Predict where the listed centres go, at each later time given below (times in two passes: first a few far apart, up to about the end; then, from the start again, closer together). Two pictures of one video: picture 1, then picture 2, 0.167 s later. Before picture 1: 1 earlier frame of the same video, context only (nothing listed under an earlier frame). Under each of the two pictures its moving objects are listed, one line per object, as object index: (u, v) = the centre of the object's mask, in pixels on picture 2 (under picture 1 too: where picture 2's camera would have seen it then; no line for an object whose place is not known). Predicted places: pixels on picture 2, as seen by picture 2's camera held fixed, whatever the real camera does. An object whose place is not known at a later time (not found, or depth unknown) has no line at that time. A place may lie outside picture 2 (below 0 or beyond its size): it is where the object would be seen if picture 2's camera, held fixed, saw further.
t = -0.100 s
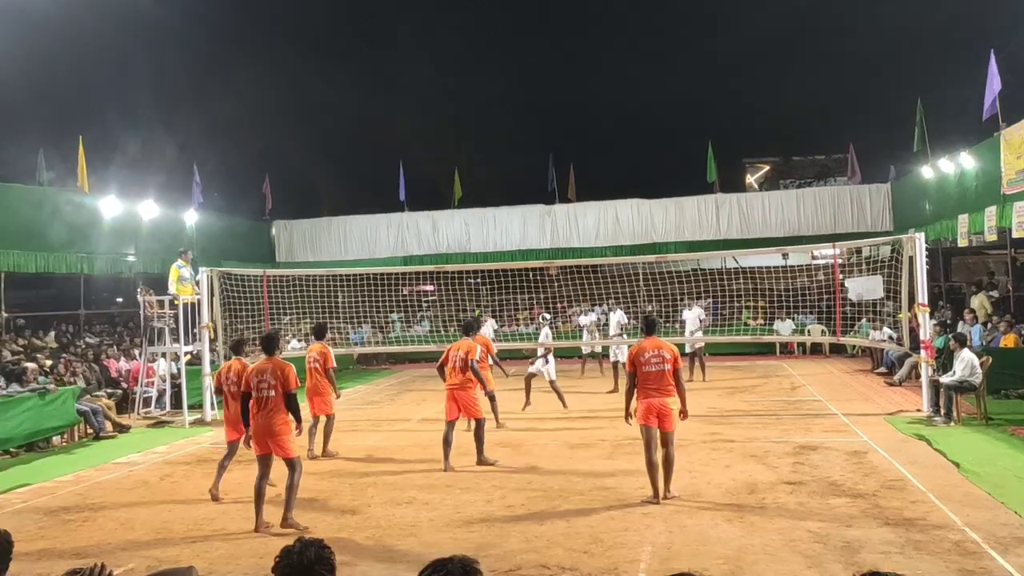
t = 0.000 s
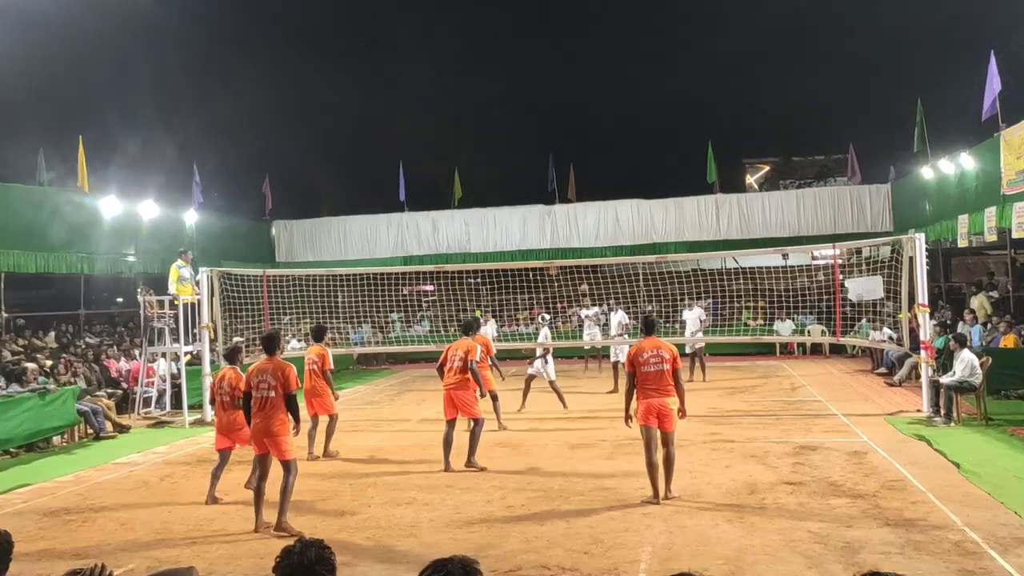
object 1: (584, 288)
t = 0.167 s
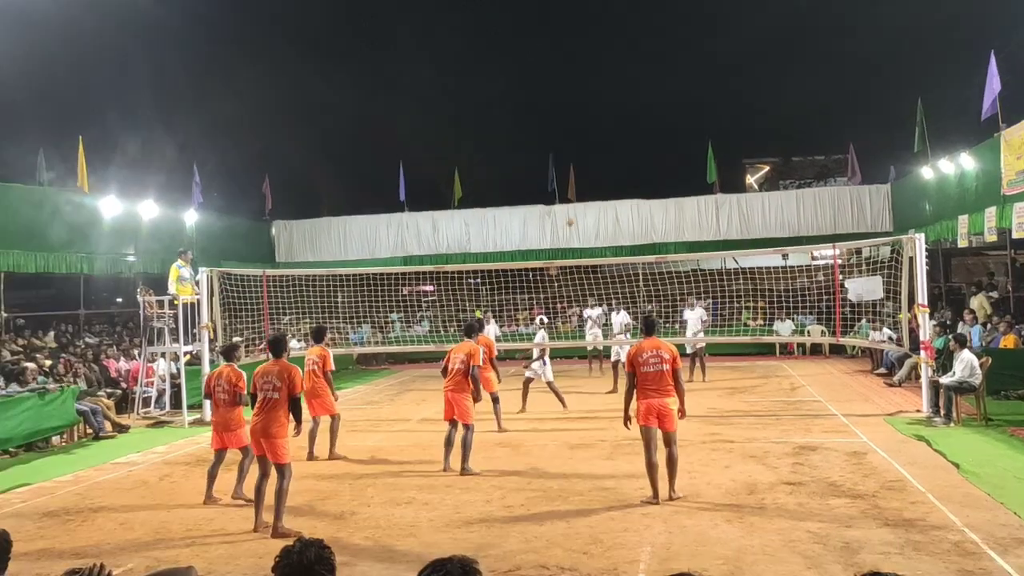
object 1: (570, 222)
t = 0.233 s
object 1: (564, 198)
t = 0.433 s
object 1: (547, 133)
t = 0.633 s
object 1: (529, 82)
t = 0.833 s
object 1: (509, 47)
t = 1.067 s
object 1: (484, 35)
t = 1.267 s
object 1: (460, 53)
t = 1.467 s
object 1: (434, 105)
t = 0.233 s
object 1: (564, 198)
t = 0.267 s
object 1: (562, 186)
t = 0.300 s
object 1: (559, 175)
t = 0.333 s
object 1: (556, 164)
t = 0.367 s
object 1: (553, 153)
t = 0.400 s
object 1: (550, 143)
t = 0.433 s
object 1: (547, 133)
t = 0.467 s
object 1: (544, 124)
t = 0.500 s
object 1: (541, 115)
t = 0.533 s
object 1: (538, 105)
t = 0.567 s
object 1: (535, 97)
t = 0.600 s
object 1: (532, 89)
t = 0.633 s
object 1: (529, 82)
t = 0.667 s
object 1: (525, 75)
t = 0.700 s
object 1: (522, 68)
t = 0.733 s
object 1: (519, 62)
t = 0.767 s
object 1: (516, 57)
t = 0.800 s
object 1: (512, 52)
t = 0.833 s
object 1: (509, 47)
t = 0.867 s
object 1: (505, 43)
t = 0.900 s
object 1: (502, 40)
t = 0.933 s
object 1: (499, 38)
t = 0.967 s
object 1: (495, 36)
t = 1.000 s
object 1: (491, 35)
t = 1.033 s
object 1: (488, 34)
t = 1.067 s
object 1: (484, 35)
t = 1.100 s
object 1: (480, 36)
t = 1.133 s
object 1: (476, 37)
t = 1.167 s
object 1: (472, 40)
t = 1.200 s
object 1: (468, 43)
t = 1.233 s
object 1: (464, 47)
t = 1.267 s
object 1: (460, 53)
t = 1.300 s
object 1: (456, 59)
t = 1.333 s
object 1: (452, 66)
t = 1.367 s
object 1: (447, 74)
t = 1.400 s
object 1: (443, 83)
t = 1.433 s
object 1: (438, 93)
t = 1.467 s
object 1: (434, 105)
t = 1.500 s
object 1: (429, 118)
